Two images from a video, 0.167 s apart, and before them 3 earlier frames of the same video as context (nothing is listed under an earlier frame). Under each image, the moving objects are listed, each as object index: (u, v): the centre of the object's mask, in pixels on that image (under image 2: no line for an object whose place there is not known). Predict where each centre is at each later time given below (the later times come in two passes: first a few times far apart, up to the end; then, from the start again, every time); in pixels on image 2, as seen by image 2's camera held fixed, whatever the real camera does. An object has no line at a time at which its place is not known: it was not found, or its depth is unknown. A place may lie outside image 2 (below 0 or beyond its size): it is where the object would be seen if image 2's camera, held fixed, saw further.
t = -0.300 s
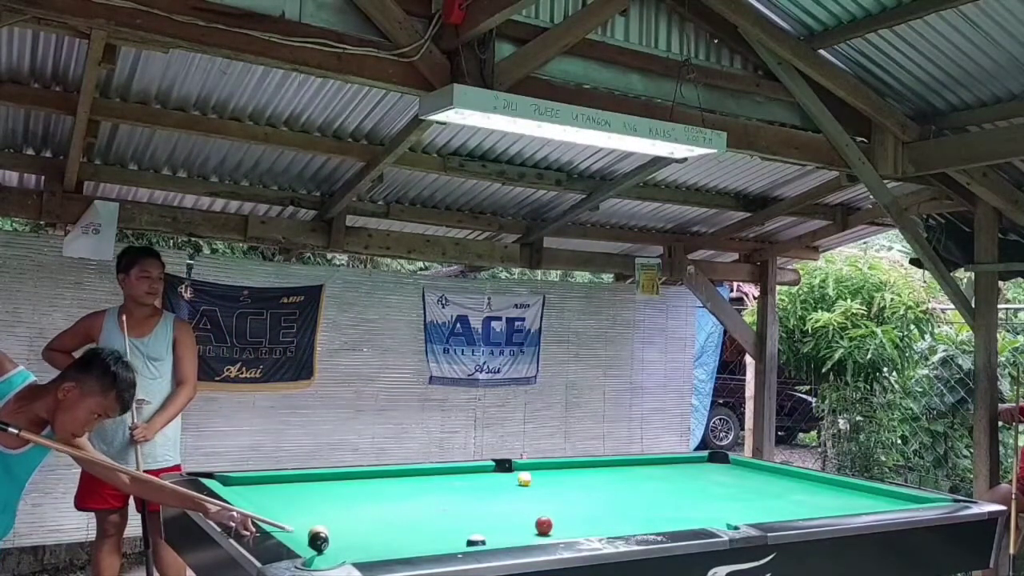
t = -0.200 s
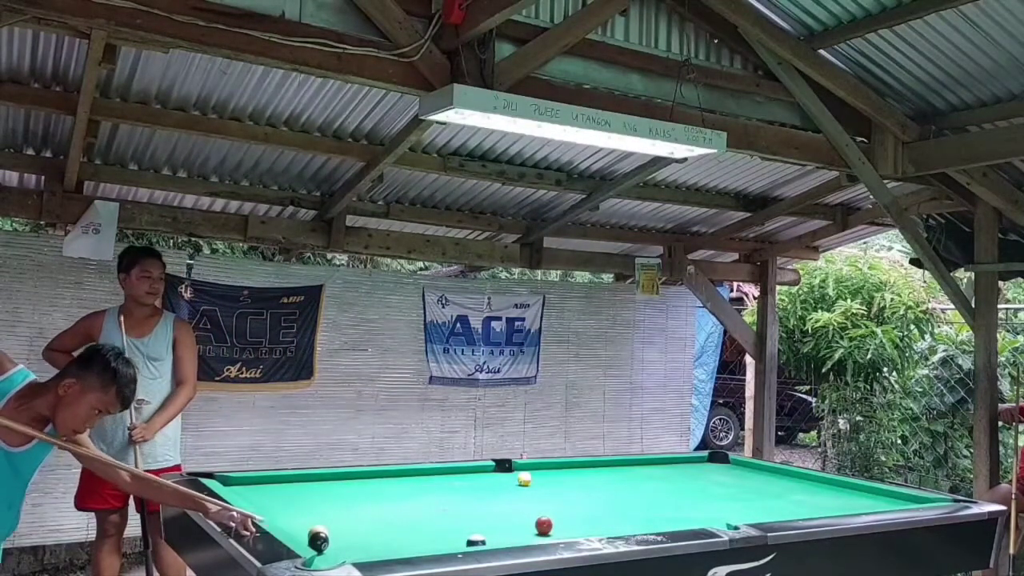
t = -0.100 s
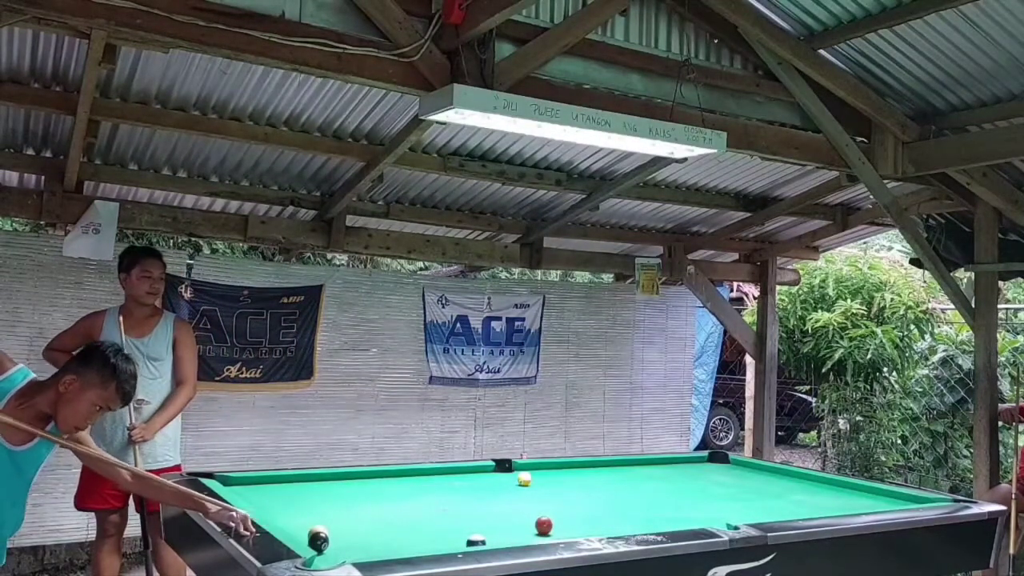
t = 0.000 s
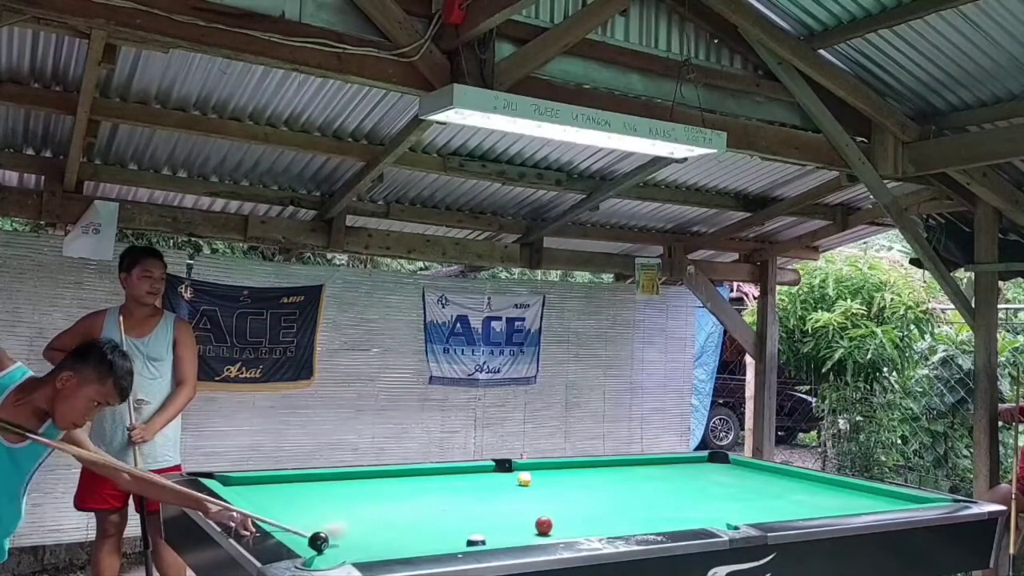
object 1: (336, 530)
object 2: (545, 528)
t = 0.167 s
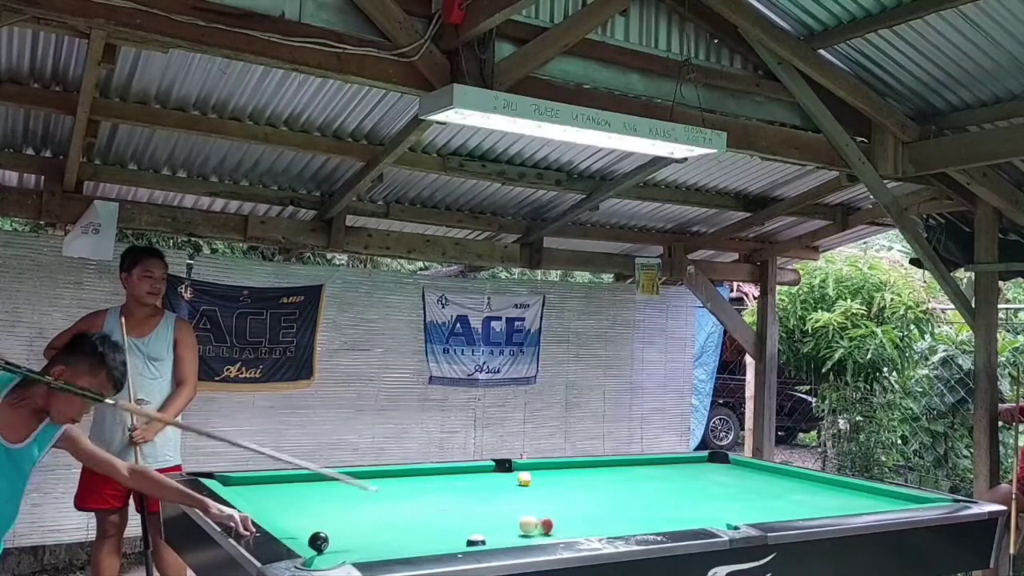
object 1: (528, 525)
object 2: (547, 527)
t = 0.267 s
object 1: (536, 527)
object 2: (630, 522)
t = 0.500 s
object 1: (525, 530)
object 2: (779, 512)
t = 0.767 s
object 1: (501, 533)
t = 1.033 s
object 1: (481, 531)
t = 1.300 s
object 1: (458, 537)
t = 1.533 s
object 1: (441, 540)
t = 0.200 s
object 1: (531, 522)
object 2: (576, 526)
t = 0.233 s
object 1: (533, 523)
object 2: (604, 524)
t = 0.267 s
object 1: (536, 527)
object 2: (630, 522)
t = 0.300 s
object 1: (536, 527)
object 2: (656, 520)
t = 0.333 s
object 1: (536, 528)
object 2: (679, 518)
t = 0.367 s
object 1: (536, 528)
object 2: (702, 518)
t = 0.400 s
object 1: (534, 529)
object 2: (723, 517)
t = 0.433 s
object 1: (531, 529)
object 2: (742, 514)
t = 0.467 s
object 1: (528, 529)
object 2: (761, 513)
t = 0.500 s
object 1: (525, 530)
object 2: (779, 512)
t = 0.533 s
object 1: (522, 531)
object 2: (796, 511)
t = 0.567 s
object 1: (519, 531)
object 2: (813, 510)
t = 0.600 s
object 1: (516, 531)
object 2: (829, 509)
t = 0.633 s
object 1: (513, 531)
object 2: (845, 507)
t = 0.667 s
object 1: (510, 532)
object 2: (861, 506)
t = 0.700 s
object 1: (507, 532)
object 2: (877, 505)
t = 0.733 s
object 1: (504, 532)
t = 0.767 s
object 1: (501, 533)
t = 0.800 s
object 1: (499, 533)
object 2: (920, 502)
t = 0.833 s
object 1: (496, 533)
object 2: (933, 501)
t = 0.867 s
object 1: (493, 534)
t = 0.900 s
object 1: (491, 534)
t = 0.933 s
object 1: (489, 534)
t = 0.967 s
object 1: (487, 533)
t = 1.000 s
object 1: (484, 533)
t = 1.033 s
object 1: (481, 531)
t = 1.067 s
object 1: (477, 531)
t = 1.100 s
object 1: (474, 532)
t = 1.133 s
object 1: (470, 533)
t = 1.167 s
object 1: (468, 534)
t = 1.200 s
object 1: (464, 535)
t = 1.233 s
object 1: (462, 536)
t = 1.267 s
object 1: (460, 537)
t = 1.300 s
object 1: (458, 537)
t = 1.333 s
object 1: (456, 538)
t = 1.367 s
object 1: (453, 538)
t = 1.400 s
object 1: (451, 539)
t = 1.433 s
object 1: (448, 539)
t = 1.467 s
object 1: (446, 539)
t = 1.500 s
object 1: (444, 539)
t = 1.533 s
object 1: (441, 540)
